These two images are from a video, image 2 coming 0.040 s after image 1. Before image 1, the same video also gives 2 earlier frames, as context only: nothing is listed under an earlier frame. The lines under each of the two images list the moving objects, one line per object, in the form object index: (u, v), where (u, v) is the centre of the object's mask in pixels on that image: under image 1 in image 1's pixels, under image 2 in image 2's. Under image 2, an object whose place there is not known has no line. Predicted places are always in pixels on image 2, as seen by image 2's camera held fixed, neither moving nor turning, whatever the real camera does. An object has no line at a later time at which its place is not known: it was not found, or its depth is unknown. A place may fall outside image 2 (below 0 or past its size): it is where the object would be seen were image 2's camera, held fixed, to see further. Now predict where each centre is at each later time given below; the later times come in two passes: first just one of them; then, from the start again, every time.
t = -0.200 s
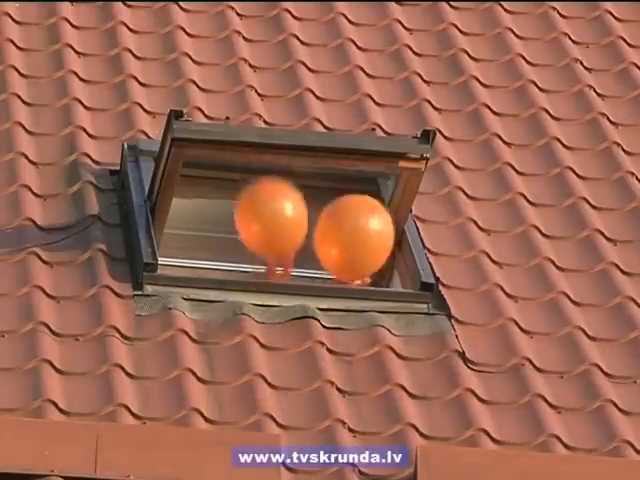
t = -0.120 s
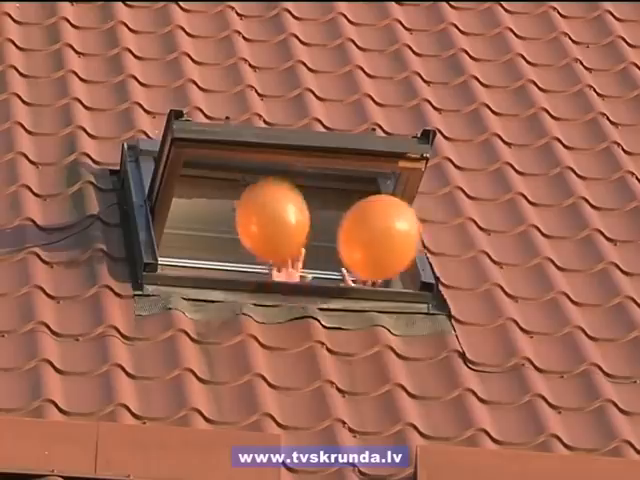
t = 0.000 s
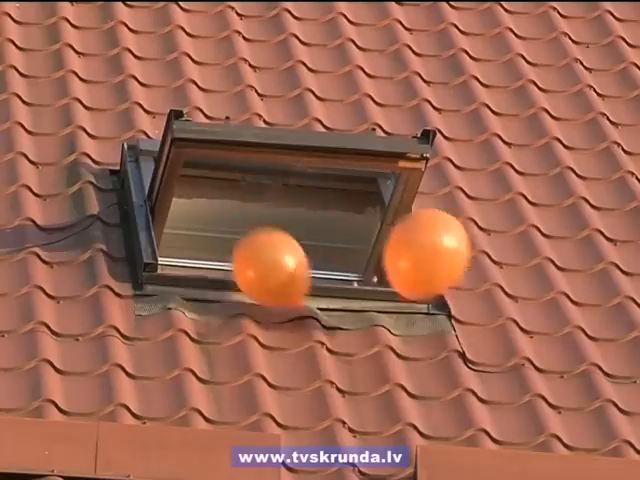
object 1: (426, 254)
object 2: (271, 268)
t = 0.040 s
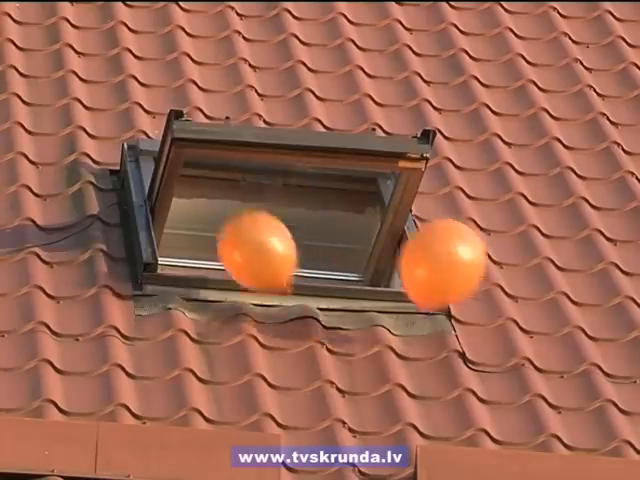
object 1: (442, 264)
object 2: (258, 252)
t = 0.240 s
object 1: (512, 345)
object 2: (206, 175)
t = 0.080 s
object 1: (458, 276)
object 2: (246, 235)
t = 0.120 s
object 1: (473, 291)
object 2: (233, 219)
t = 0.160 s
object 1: (487, 308)
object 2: (223, 203)
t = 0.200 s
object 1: (499, 326)
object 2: (213, 188)
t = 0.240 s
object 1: (512, 345)
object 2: (206, 175)
